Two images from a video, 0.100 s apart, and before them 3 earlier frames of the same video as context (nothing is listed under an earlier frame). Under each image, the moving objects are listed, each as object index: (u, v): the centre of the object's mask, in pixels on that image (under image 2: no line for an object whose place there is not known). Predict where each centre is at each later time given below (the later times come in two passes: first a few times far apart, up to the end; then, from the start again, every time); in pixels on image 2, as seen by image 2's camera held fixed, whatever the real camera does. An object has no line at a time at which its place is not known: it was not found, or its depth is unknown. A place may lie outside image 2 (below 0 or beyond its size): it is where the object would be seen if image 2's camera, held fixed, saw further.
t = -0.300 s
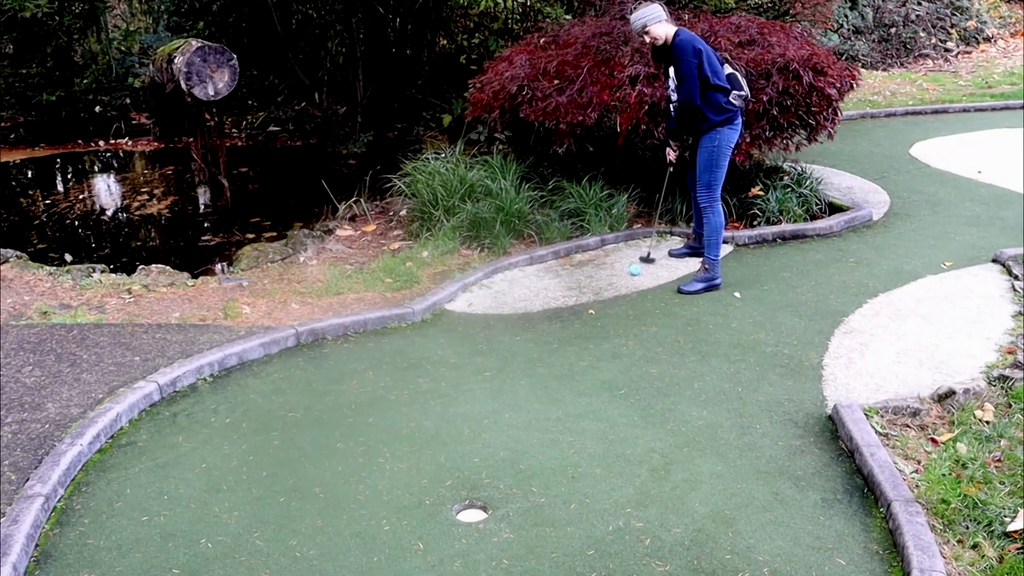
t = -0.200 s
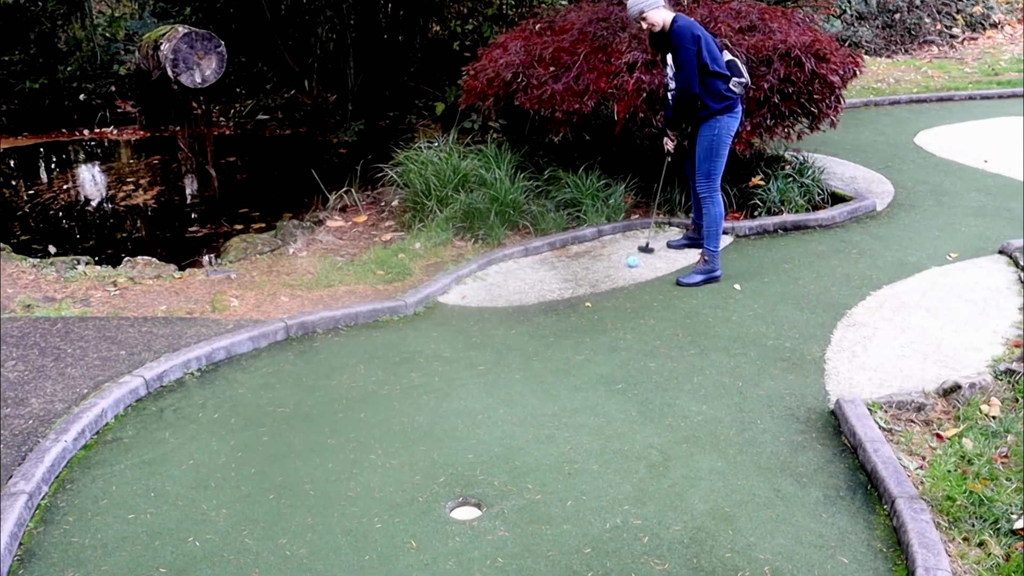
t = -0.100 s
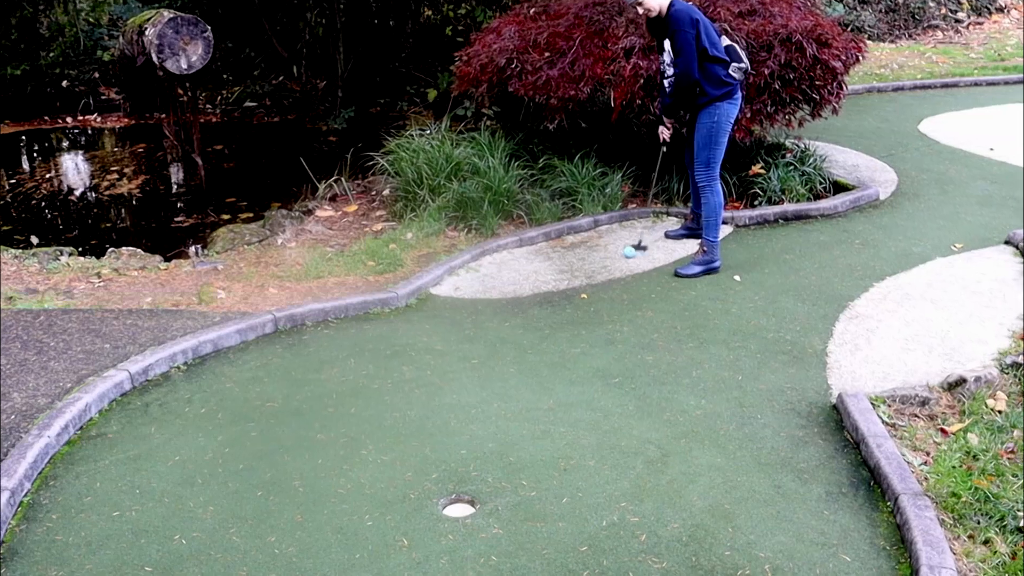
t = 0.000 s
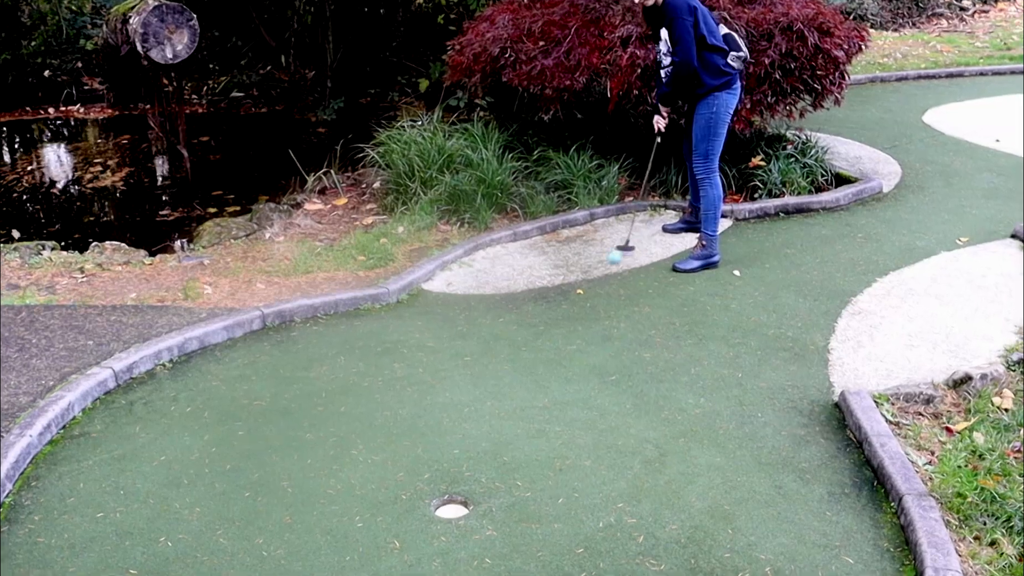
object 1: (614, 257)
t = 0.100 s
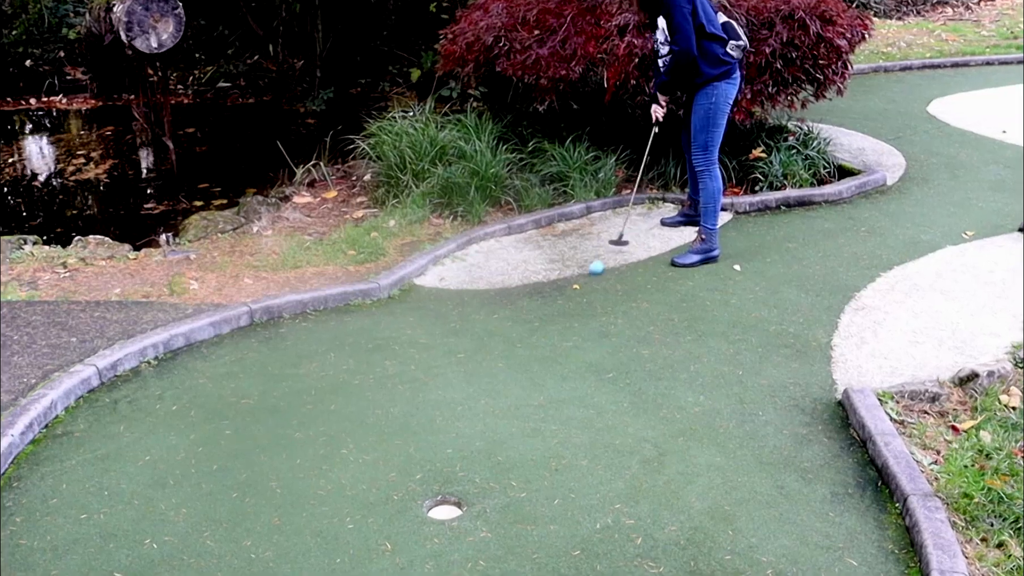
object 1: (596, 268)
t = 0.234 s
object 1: (578, 285)
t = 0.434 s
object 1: (547, 314)
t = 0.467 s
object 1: (542, 318)
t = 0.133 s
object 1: (591, 272)
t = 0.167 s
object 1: (587, 276)
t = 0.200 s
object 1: (582, 281)
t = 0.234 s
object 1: (578, 285)
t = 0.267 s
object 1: (573, 290)
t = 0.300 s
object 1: (567, 295)
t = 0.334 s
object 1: (562, 300)
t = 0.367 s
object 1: (557, 305)
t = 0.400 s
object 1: (552, 309)
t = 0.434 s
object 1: (547, 314)
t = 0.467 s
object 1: (542, 318)
